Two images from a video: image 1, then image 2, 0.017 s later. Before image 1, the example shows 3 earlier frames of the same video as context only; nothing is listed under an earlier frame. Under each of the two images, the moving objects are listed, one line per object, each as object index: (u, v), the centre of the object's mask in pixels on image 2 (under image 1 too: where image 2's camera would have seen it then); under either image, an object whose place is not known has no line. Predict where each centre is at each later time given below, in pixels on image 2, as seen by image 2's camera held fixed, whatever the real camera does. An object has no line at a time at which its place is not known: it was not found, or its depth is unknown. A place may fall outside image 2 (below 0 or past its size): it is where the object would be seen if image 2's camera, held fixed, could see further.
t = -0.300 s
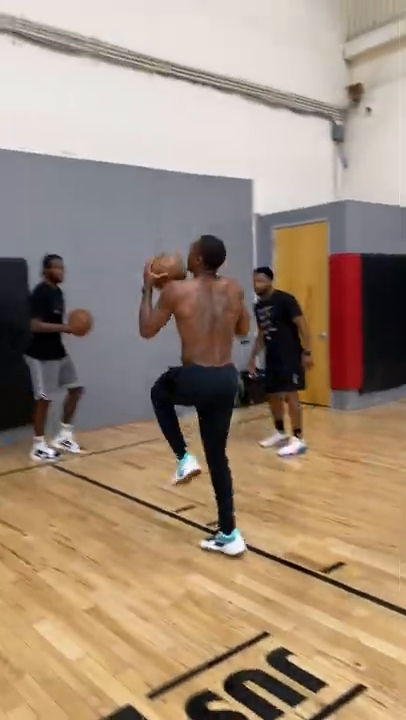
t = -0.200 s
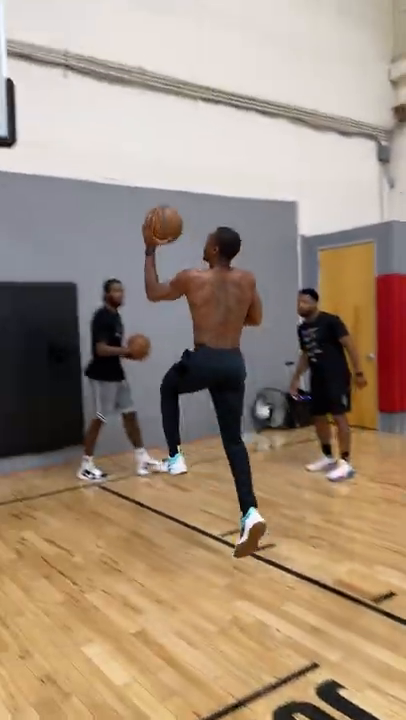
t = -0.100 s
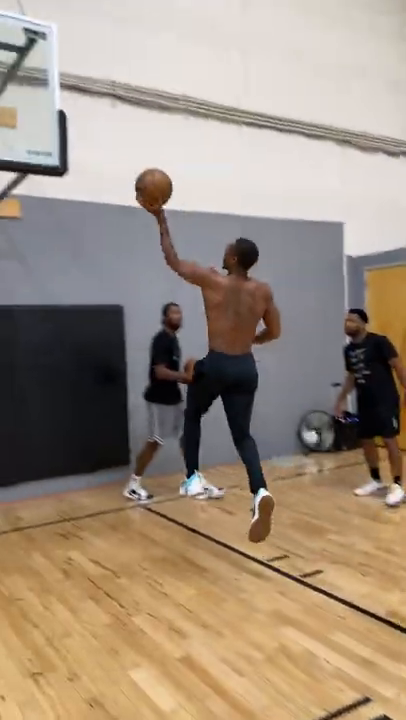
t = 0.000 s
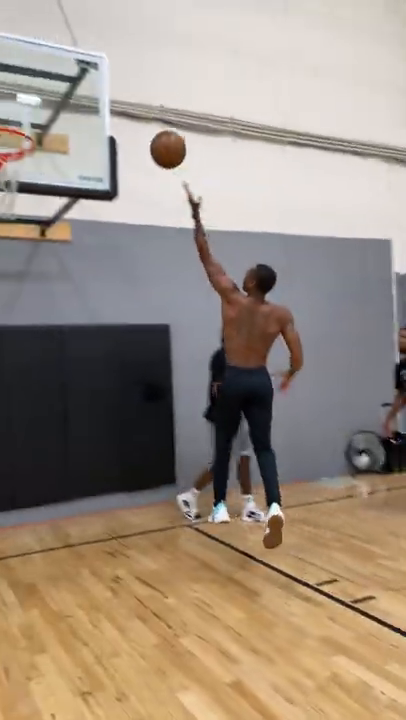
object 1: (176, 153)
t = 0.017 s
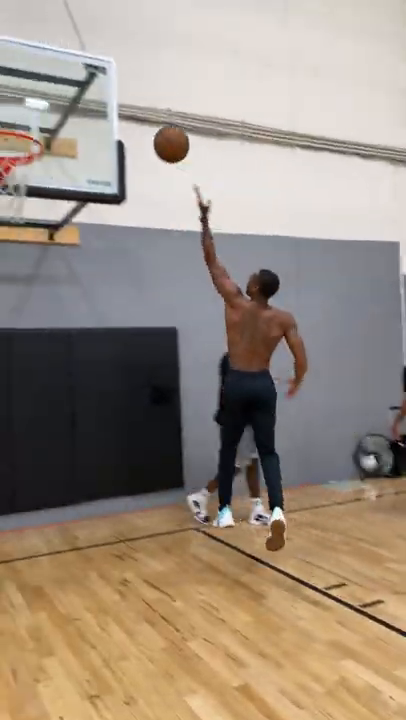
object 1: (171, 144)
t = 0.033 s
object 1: (167, 135)
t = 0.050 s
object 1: (162, 126)
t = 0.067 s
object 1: (158, 118)
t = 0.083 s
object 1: (154, 111)
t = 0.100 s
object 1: (149, 104)
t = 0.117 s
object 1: (145, 97)
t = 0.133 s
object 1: (141, 91)
